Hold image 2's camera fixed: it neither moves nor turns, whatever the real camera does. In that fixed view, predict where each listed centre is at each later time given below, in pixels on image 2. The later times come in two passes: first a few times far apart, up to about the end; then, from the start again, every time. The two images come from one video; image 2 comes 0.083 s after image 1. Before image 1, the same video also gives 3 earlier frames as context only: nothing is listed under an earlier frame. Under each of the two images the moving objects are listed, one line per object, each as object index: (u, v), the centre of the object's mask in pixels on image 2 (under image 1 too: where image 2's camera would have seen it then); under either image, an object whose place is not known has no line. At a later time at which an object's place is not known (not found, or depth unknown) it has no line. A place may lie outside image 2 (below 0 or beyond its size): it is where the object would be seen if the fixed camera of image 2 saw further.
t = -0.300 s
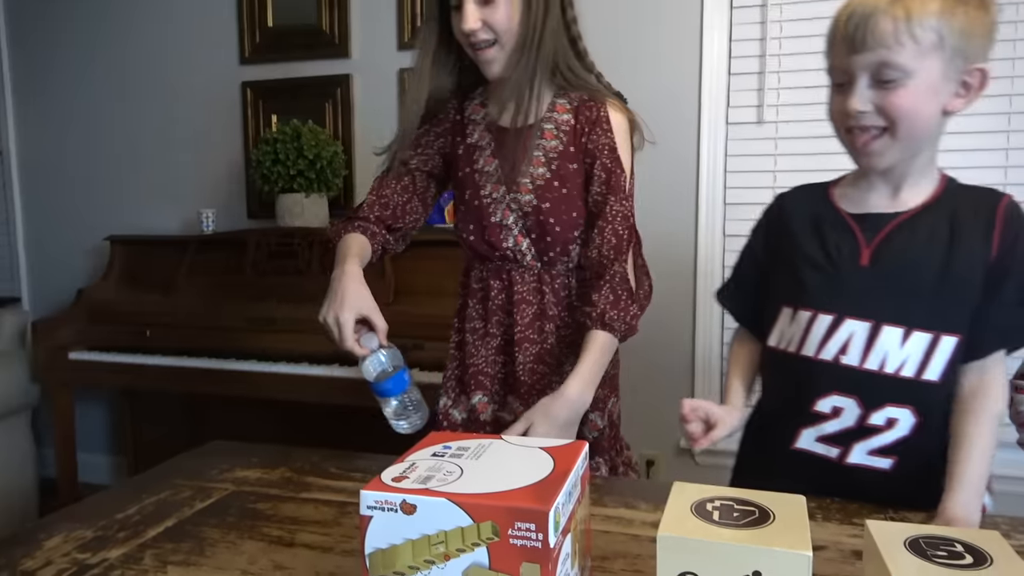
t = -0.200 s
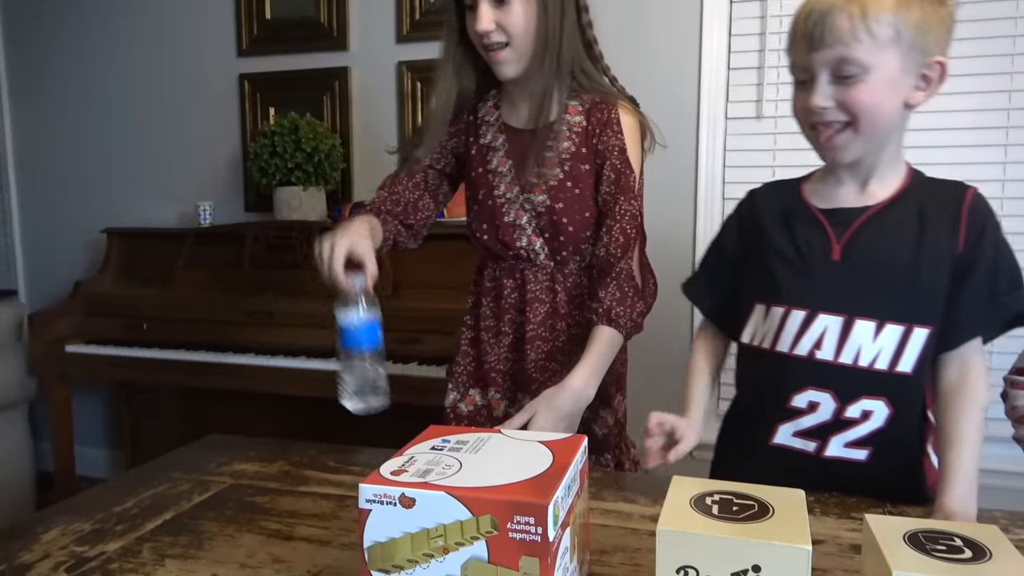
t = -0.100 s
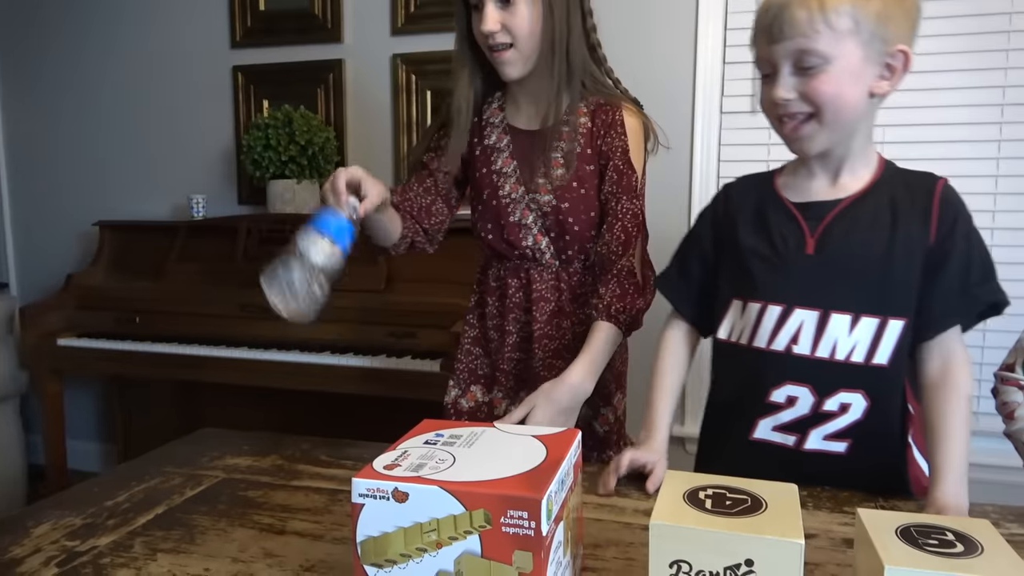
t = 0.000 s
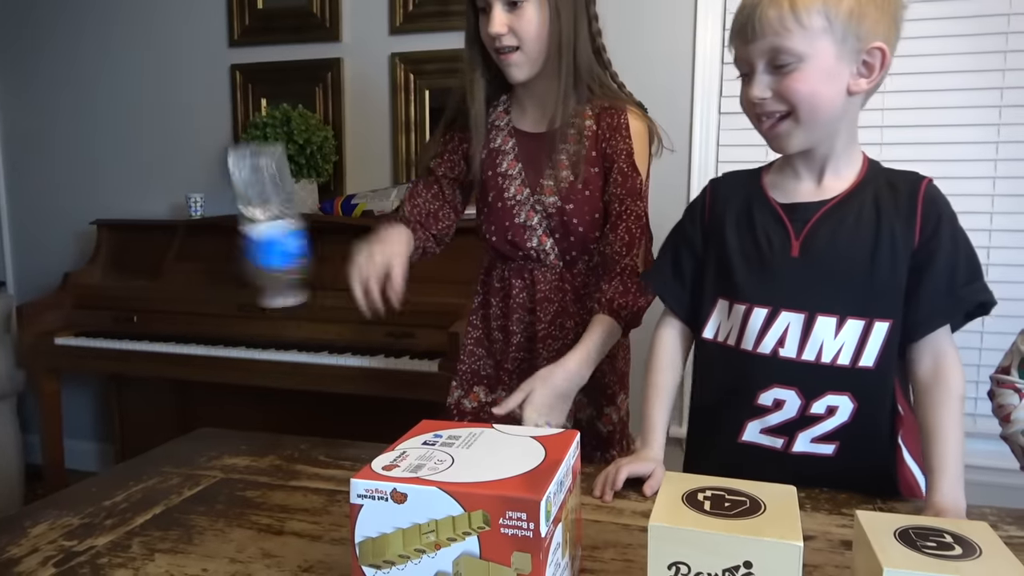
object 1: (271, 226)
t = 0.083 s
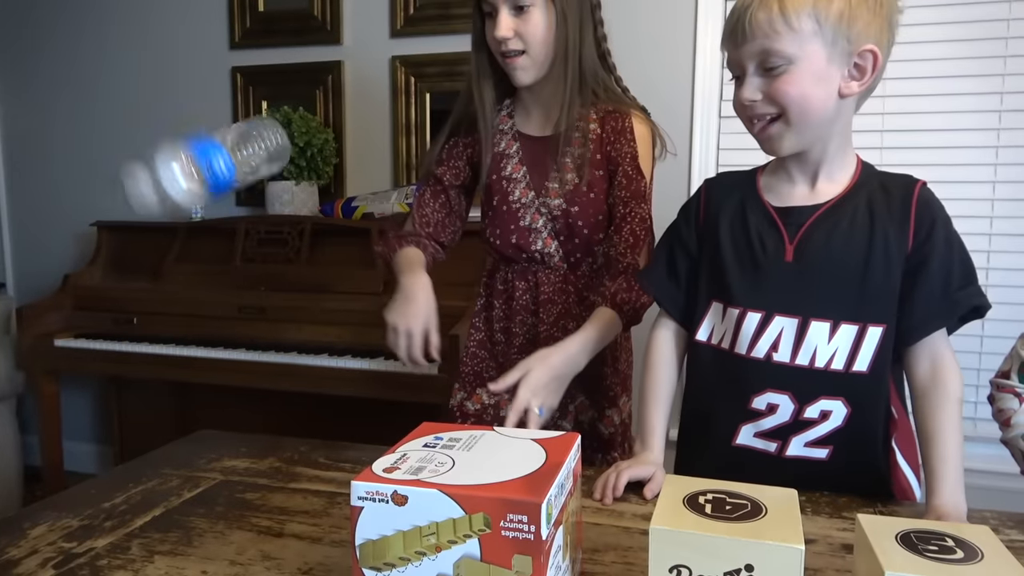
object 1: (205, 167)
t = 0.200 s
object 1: (186, 198)
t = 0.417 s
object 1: (158, 459)
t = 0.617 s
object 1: (155, 460)
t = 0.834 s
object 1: (155, 461)
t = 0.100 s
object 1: (201, 155)
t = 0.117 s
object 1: (198, 149)
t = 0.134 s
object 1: (197, 151)
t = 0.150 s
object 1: (195, 156)
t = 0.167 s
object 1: (192, 167)
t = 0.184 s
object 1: (189, 181)
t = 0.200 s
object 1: (186, 198)
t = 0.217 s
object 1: (183, 219)
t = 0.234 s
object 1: (178, 241)
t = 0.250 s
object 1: (174, 264)
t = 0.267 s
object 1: (173, 298)
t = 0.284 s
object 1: (170, 332)
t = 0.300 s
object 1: (167, 369)
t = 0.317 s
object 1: (164, 410)
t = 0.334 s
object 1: (160, 445)
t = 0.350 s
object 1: (158, 456)
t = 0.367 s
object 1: (156, 458)
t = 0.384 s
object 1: (156, 459)
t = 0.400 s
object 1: (158, 459)
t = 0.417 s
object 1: (158, 459)
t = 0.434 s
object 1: (157, 460)
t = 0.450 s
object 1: (155, 460)
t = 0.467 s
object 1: (154, 460)
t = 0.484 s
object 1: (154, 460)
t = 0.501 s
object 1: (154, 460)
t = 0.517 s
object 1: (155, 460)
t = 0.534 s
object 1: (155, 460)
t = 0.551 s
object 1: (155, 460)
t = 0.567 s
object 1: (155, 460)
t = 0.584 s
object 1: (155, 460)
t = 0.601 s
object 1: (155, 460)
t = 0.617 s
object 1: (155, 460)
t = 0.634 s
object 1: (155, 460)
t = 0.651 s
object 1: (155, 460)
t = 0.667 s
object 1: (155, 460)
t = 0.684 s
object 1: (155, 460)
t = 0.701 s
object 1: (155, 460)
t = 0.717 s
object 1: (155, 460)
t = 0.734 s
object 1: (155, 460)
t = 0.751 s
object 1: (155, 460)
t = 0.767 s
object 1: (155, 460)
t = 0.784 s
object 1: (155, 460)
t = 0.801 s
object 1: (155, 460)
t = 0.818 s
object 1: (155, 461)
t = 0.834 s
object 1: (155, 461)
